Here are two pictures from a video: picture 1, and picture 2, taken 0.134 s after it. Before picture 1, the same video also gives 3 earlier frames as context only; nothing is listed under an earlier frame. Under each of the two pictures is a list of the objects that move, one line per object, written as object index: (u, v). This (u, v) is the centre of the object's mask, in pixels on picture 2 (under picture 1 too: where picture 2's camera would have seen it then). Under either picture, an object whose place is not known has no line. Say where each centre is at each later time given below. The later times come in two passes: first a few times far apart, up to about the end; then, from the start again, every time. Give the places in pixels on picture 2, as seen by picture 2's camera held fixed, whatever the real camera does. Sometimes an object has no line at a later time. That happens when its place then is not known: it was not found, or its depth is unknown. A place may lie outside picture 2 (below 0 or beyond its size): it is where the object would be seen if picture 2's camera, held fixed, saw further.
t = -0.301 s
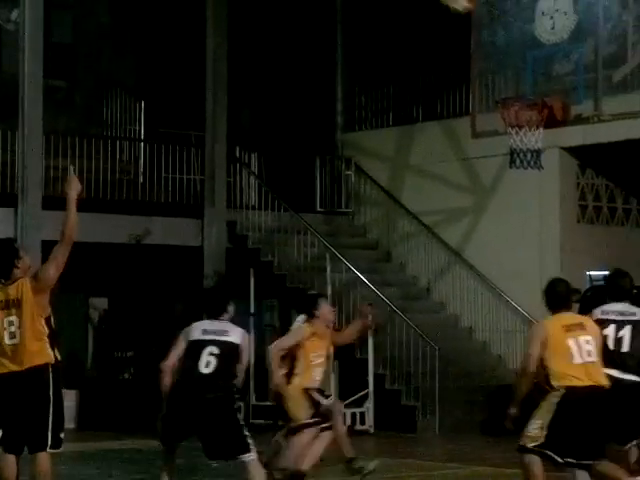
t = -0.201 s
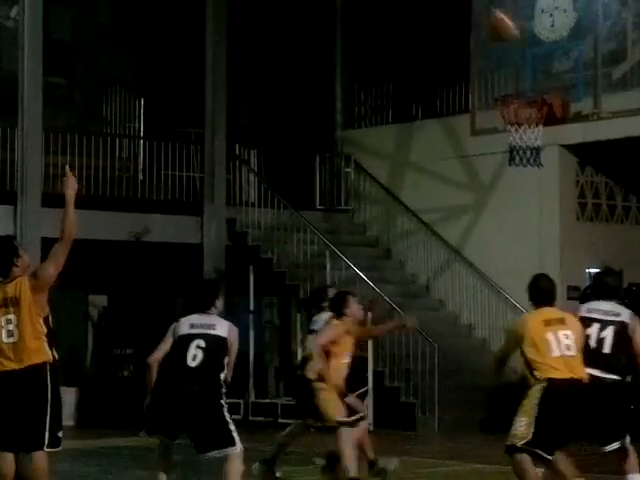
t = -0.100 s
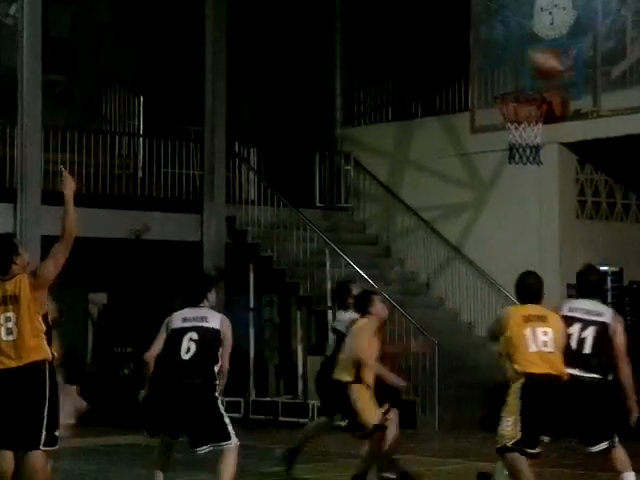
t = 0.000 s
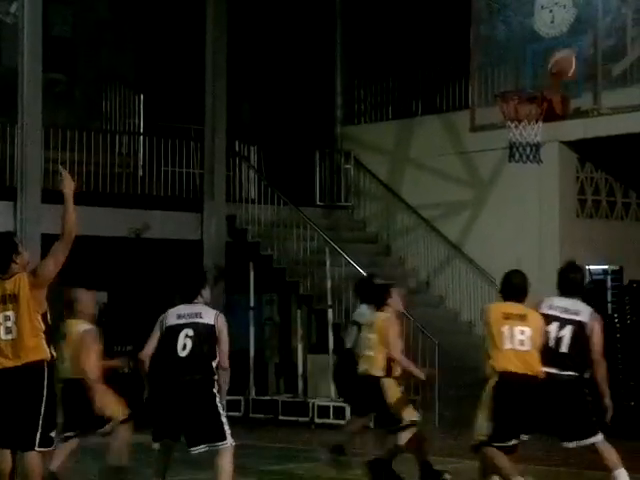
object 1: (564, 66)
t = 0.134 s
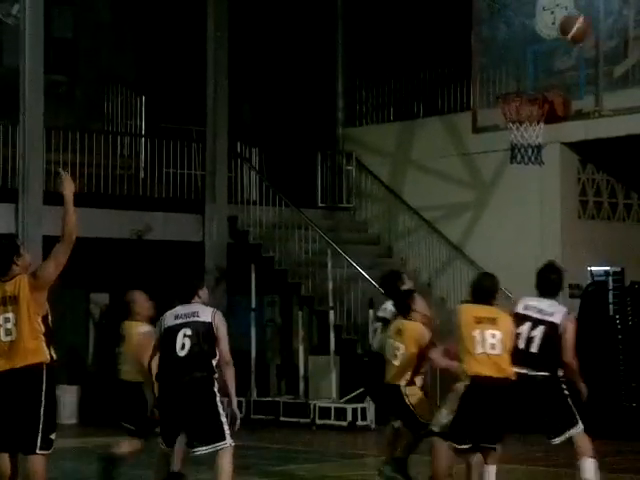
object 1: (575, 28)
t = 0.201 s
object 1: (579, 18)
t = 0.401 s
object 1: (598, 15)
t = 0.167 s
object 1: (577, 22)
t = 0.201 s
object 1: (579, 18)
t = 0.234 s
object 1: (582, 14)
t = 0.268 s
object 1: (586, 12)
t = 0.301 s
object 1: (589, 11)
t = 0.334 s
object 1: (591, 11)
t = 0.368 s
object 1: (594, 13)
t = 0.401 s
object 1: (598, 15)
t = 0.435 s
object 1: (603, 20)
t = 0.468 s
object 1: (604, 25)
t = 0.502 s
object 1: (608, 33)
